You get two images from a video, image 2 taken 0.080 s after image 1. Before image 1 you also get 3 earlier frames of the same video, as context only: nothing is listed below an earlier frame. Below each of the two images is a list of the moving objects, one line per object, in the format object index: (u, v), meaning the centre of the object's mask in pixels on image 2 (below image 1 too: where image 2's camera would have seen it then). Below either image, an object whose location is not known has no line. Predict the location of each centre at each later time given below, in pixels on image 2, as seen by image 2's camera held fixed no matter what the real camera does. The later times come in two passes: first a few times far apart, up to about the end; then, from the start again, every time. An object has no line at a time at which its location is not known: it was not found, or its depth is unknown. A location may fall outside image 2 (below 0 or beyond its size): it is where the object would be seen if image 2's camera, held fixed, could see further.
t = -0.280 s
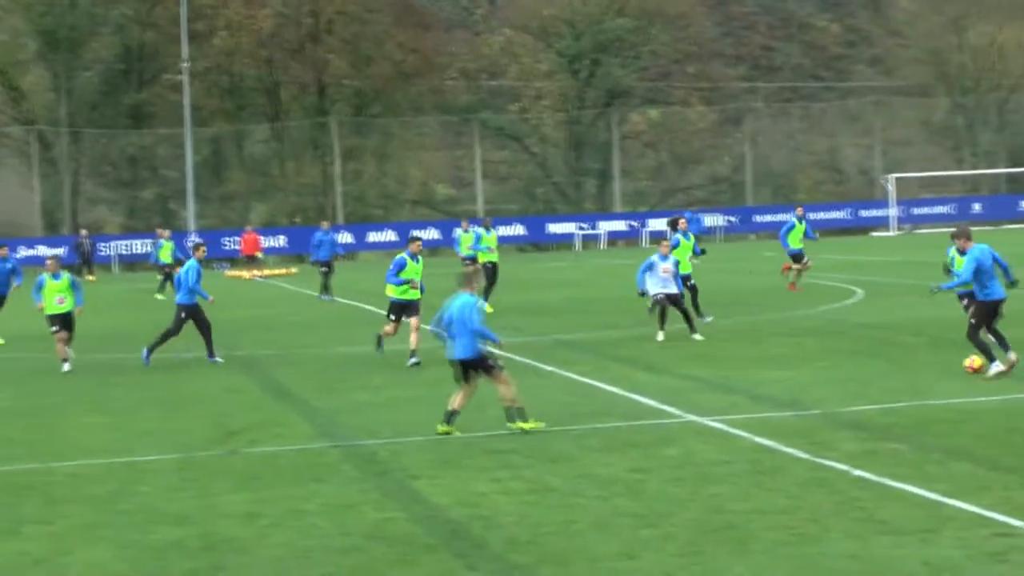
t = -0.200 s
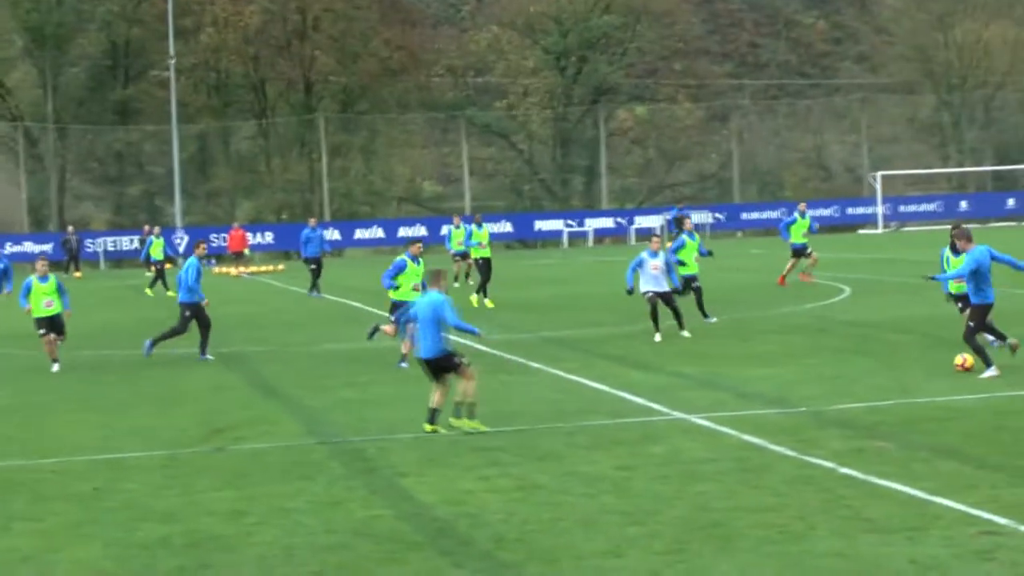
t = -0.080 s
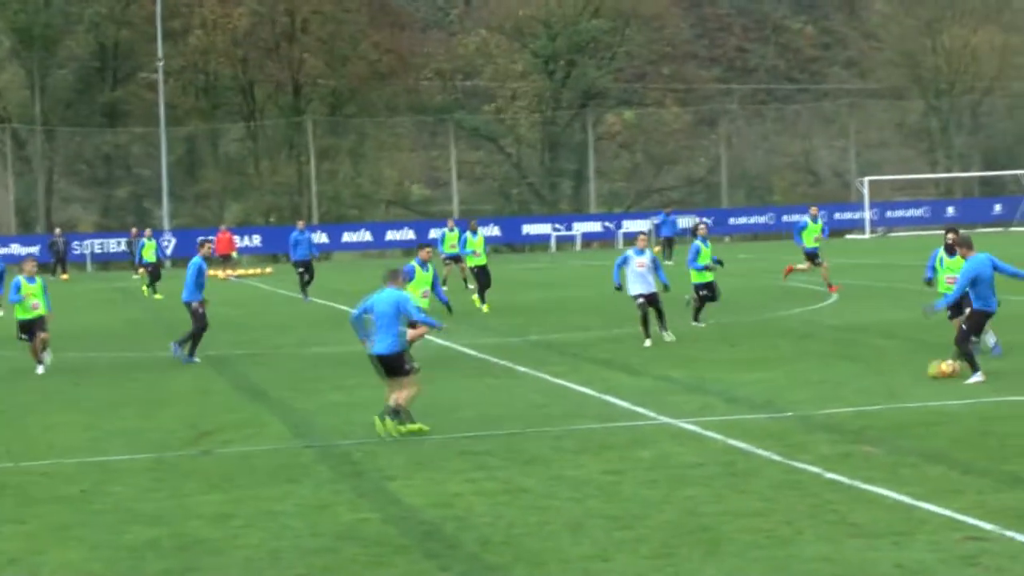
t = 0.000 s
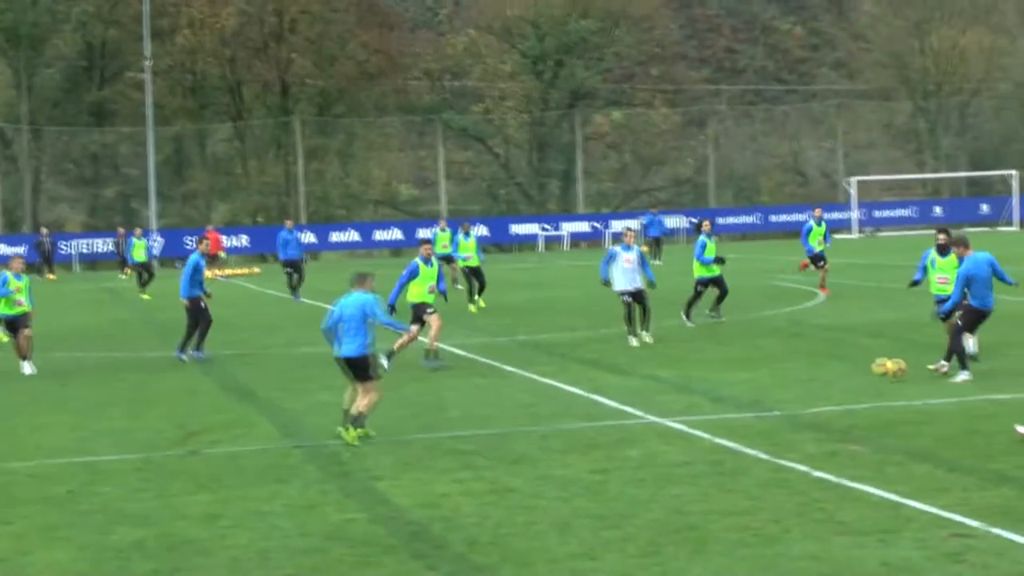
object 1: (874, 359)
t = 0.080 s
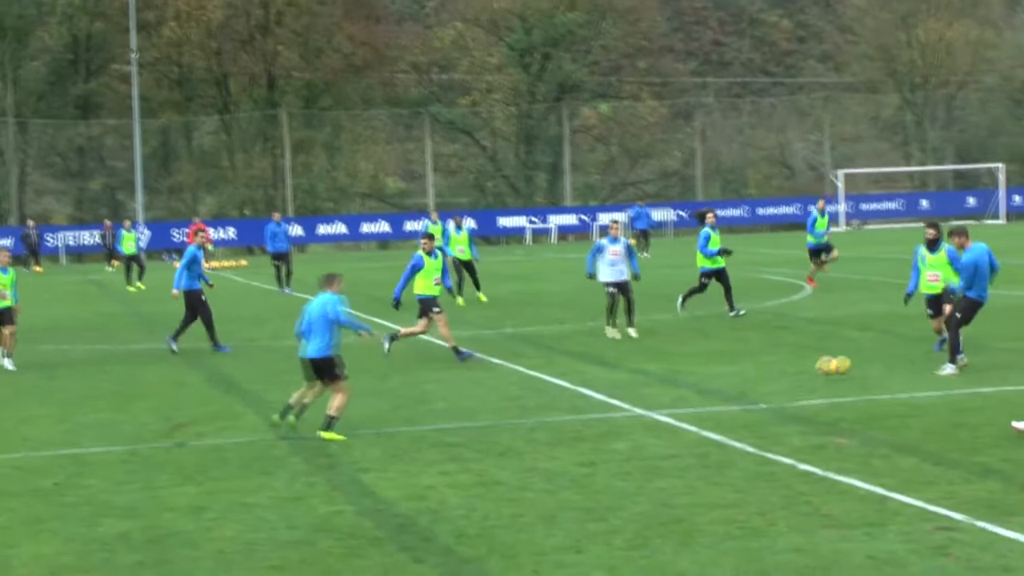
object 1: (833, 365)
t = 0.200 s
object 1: (771, 380)
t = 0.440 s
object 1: (659, 396)
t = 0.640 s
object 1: (574, 408)
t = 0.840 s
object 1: (489, 423)
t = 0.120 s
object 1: (812, 370)
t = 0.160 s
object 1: (791, 377)
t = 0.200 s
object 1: (771, 380)
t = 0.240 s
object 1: (752, 381)
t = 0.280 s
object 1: (733, 383)
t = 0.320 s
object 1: (713, 388)
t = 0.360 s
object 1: (694, 392)
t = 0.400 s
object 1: (675, 395)
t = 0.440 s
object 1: (659, 396)
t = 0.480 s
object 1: (641, 398)
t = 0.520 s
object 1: (623, 402)
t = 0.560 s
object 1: (607, 406)
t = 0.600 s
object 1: (590, 407)
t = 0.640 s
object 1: (574, 408)
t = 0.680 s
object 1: (558, 412)
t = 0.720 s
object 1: (541, 415)
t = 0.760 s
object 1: (523, 417)
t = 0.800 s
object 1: (506, 420)
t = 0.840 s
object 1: (489, 423)
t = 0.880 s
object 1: (472, 426)
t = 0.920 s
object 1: (454, 428)
